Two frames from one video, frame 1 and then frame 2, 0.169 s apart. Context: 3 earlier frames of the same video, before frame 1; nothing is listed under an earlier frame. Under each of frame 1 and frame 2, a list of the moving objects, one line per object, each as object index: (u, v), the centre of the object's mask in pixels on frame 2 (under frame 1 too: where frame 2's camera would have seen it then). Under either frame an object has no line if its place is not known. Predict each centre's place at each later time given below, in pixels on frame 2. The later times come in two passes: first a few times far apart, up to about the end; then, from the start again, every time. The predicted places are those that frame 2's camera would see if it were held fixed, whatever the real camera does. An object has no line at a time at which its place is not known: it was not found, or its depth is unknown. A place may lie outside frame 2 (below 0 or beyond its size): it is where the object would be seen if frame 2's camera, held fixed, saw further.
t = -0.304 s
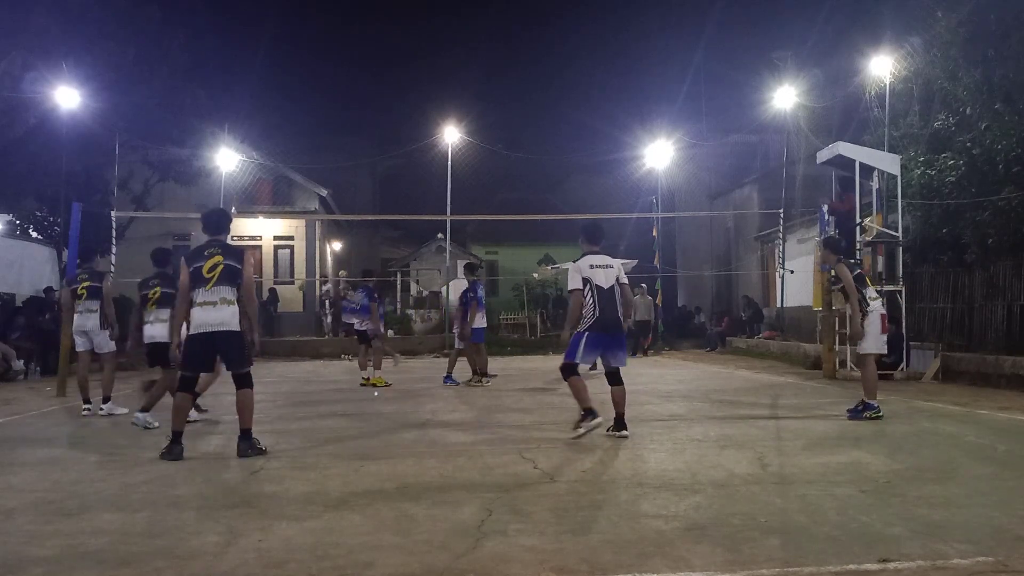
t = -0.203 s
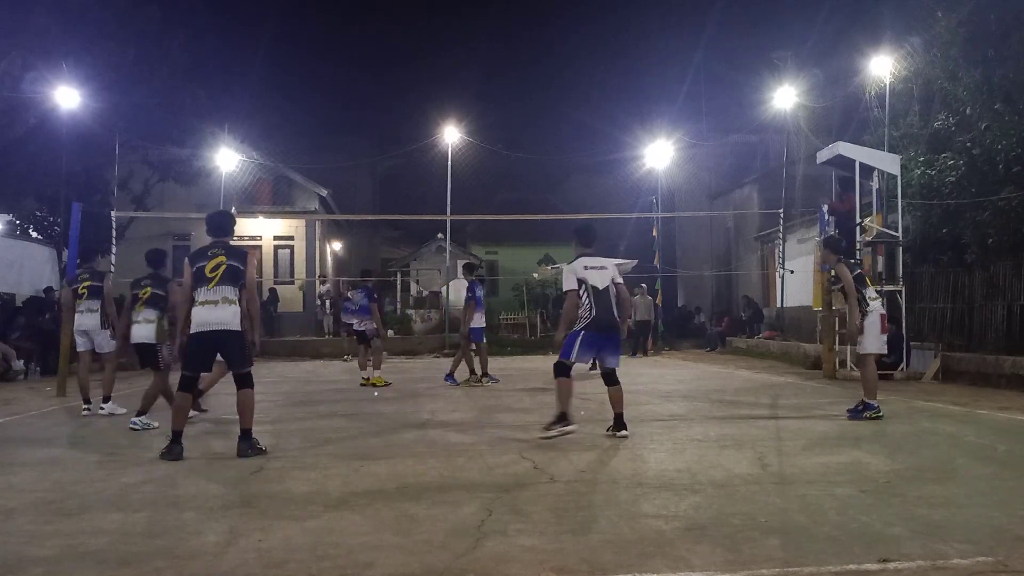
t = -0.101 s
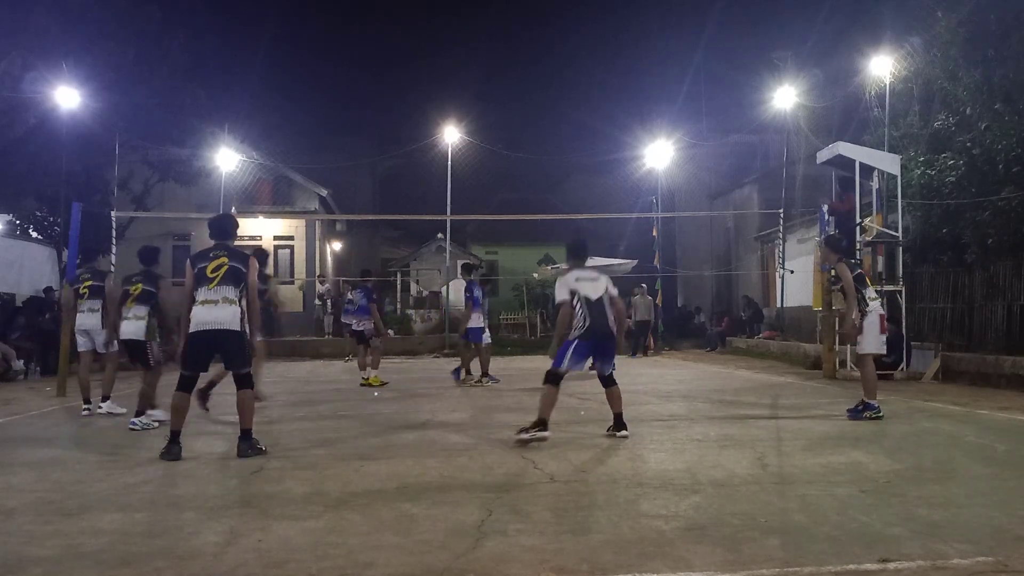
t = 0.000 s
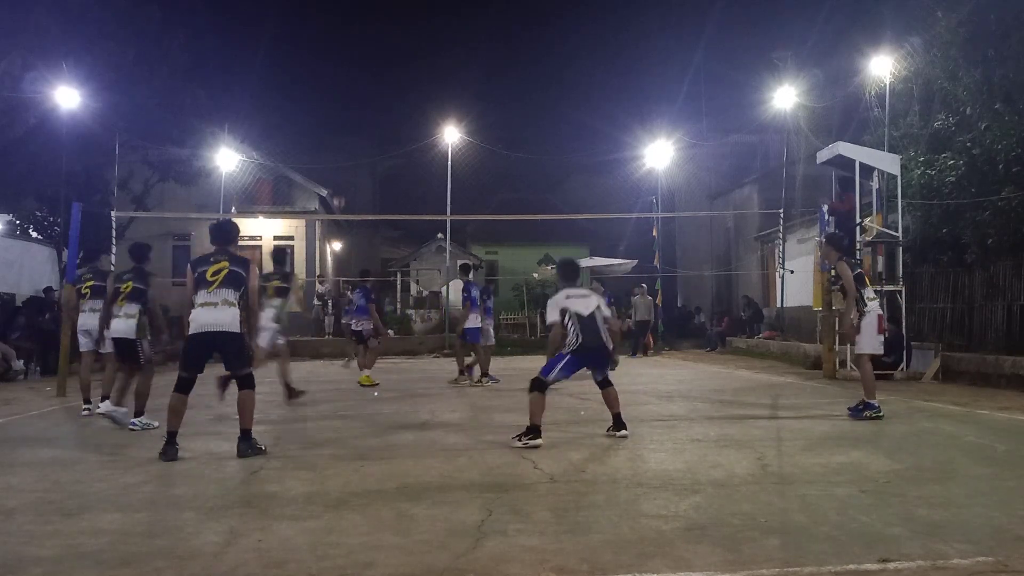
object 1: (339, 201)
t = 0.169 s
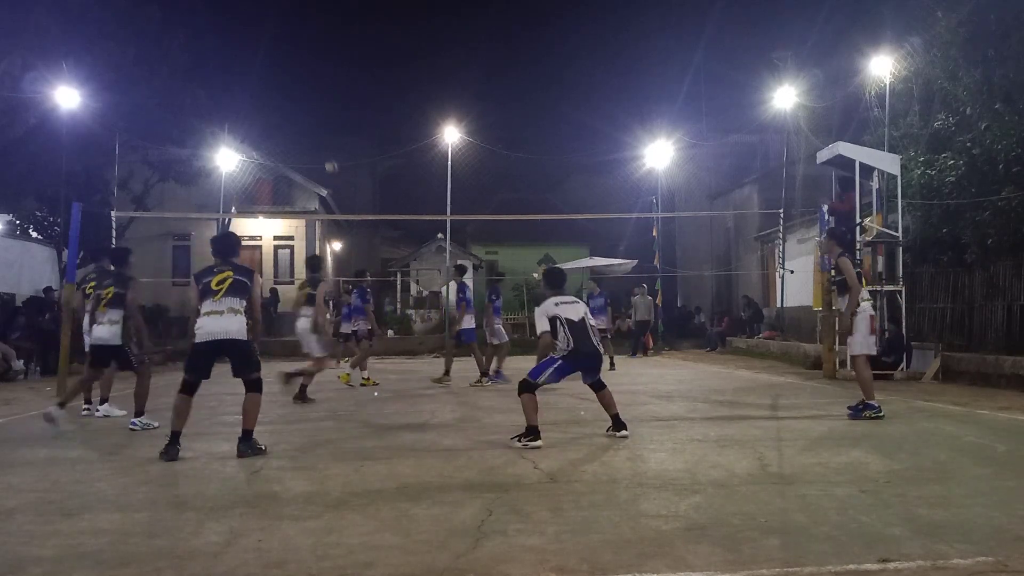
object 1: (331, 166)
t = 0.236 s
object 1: (328, 154)
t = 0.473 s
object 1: (311, 126)
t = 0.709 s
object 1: (282, 129)
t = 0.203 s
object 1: (329, 160)
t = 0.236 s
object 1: (328, 154)
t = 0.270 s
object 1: (326, 149)
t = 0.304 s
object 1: (324, 144)
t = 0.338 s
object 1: (321, 138)
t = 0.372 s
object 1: (319, 135)
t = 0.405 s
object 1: (317, 132)
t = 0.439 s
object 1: (314, 129)
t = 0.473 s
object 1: (311, 126)
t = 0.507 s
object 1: (308, 124)
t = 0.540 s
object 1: (304, 123)
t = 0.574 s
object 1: (300, 123)
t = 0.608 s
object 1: (296, 123)
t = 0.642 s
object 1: (292, 124)
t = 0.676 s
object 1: (287, 125)
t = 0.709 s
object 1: (282, 129)
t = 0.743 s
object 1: (277, 133)
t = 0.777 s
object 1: (271, 138)
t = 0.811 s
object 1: (266, 145)
